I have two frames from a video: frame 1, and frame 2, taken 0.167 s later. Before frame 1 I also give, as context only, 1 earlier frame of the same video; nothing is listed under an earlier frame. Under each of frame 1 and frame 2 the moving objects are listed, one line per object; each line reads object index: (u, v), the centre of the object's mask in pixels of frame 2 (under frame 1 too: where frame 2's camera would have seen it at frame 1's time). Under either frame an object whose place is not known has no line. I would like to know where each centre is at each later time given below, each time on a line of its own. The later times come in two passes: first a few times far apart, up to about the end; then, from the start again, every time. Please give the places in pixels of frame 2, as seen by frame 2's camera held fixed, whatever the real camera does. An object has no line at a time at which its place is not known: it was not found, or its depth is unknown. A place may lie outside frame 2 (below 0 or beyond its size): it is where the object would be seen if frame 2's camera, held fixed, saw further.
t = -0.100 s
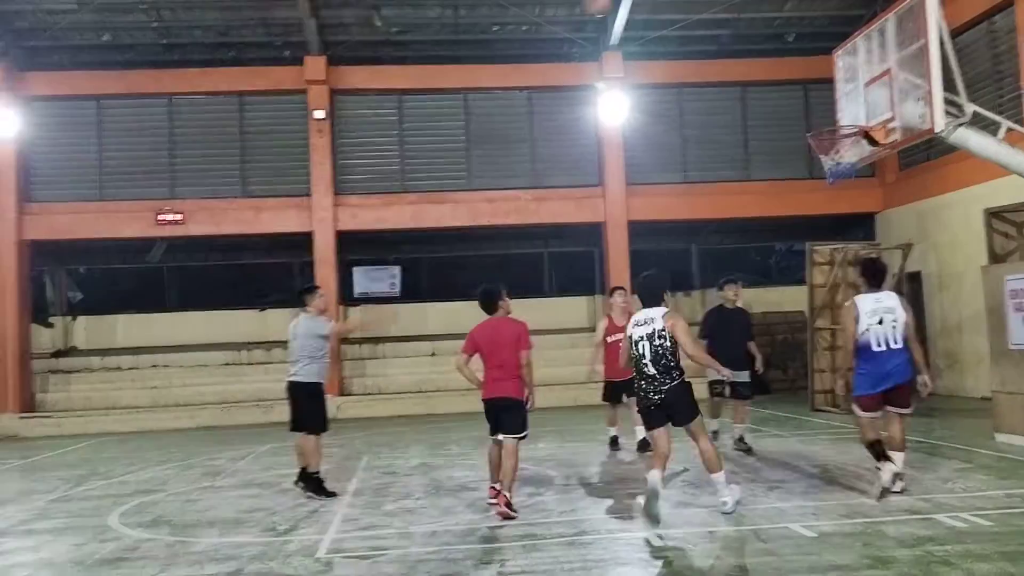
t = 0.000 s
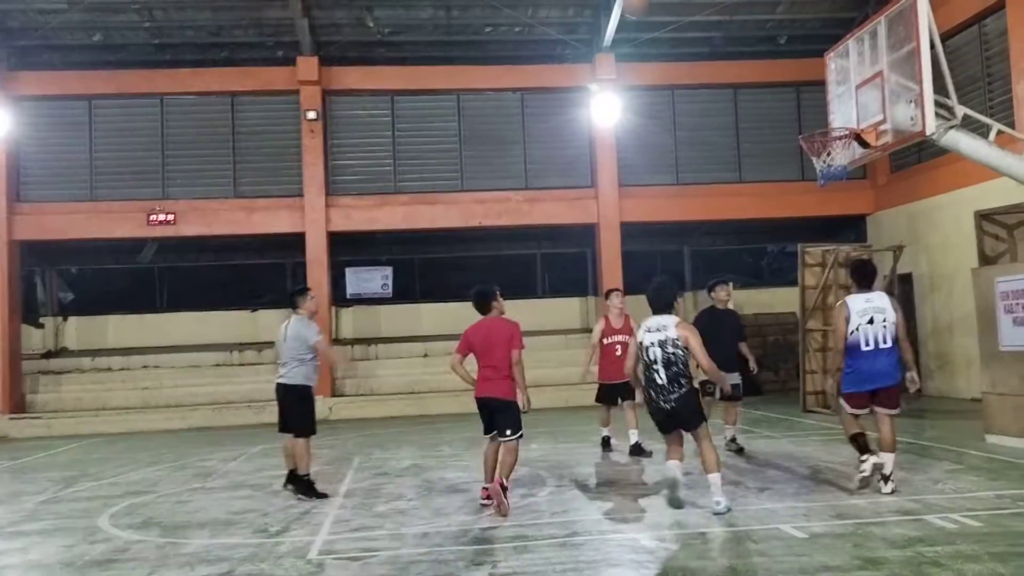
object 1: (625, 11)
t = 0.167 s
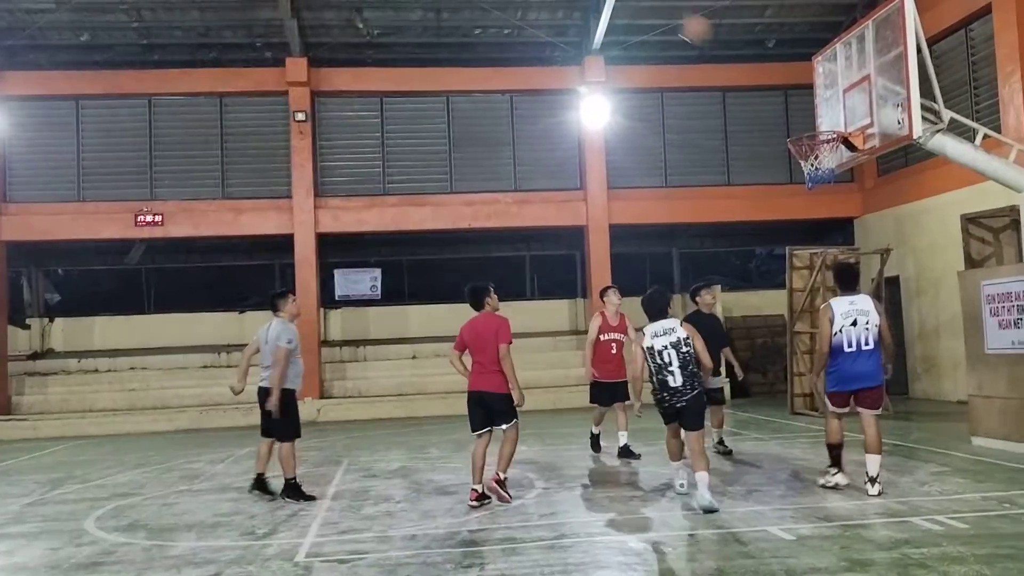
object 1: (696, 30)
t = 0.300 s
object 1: (750, 67)
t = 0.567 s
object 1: (836, 117)
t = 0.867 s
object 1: (808, 118)
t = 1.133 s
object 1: (822, 120)
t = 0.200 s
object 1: (709, 37)
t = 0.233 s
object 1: (723, 46)
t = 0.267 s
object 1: (737, 55)
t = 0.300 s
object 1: (750, 67)
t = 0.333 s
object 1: (766, 81)
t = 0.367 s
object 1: (779, 94)
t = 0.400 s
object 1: (794, 109)
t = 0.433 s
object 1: (807, 122)
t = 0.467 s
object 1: (813, 120)
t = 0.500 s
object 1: (820, 119)
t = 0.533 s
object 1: (828, 118)
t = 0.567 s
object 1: (836, 117)
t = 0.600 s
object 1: (843, 116)
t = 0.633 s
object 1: (847, 113)
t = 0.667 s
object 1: (845, 111)
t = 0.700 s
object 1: (838, 109)
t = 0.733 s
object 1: (832, 109)
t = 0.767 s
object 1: (825, 110)
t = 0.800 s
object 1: (820, 112)
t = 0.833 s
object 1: (814, 115)
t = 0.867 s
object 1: (808, 118)
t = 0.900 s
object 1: (801, 124)
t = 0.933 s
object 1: (799, 128)
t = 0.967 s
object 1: (802, 127)
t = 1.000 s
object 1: (811, 125)
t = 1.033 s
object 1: (819, 124)
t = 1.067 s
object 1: (827, 124)
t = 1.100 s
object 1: (826, 123)
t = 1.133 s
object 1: (822, 120)
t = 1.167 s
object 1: (817, 118)
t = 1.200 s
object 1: (813, 117)
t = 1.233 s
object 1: (810, 116)
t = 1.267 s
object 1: (806, 117)
